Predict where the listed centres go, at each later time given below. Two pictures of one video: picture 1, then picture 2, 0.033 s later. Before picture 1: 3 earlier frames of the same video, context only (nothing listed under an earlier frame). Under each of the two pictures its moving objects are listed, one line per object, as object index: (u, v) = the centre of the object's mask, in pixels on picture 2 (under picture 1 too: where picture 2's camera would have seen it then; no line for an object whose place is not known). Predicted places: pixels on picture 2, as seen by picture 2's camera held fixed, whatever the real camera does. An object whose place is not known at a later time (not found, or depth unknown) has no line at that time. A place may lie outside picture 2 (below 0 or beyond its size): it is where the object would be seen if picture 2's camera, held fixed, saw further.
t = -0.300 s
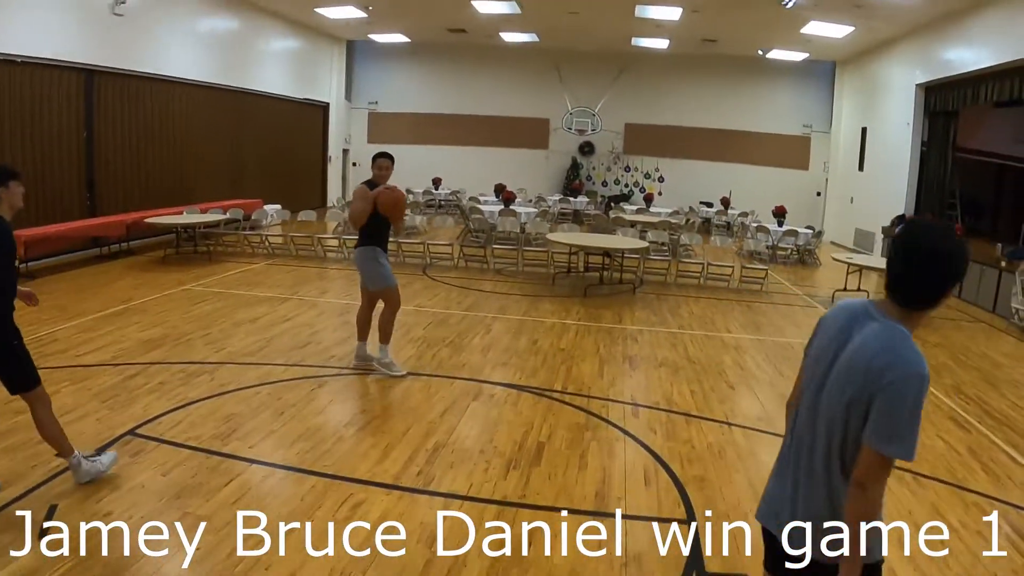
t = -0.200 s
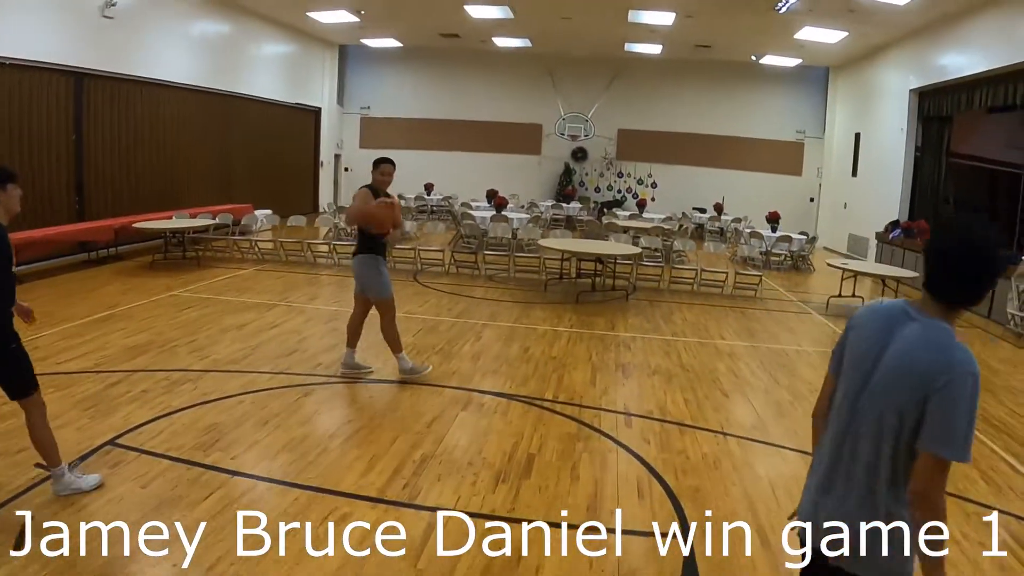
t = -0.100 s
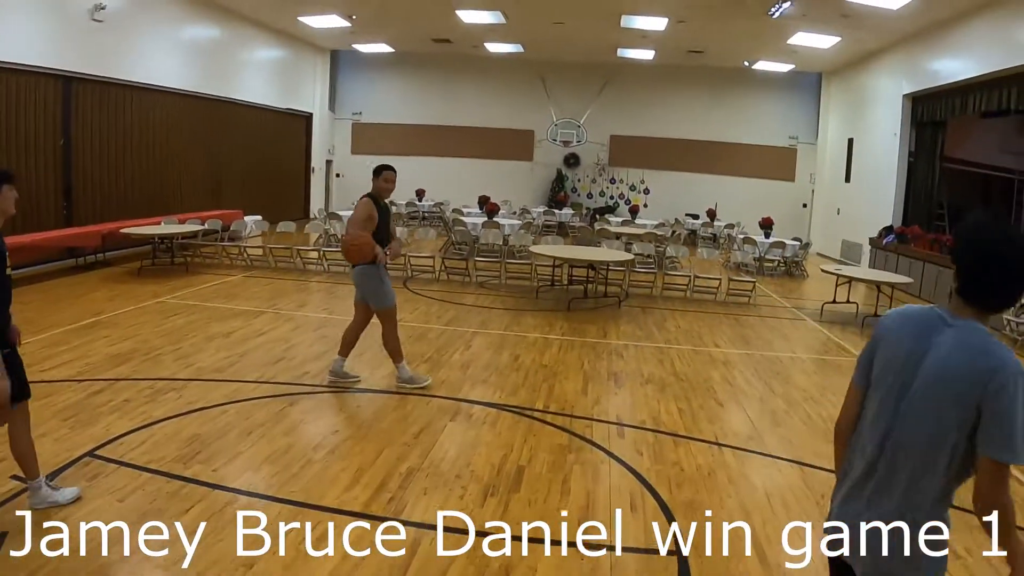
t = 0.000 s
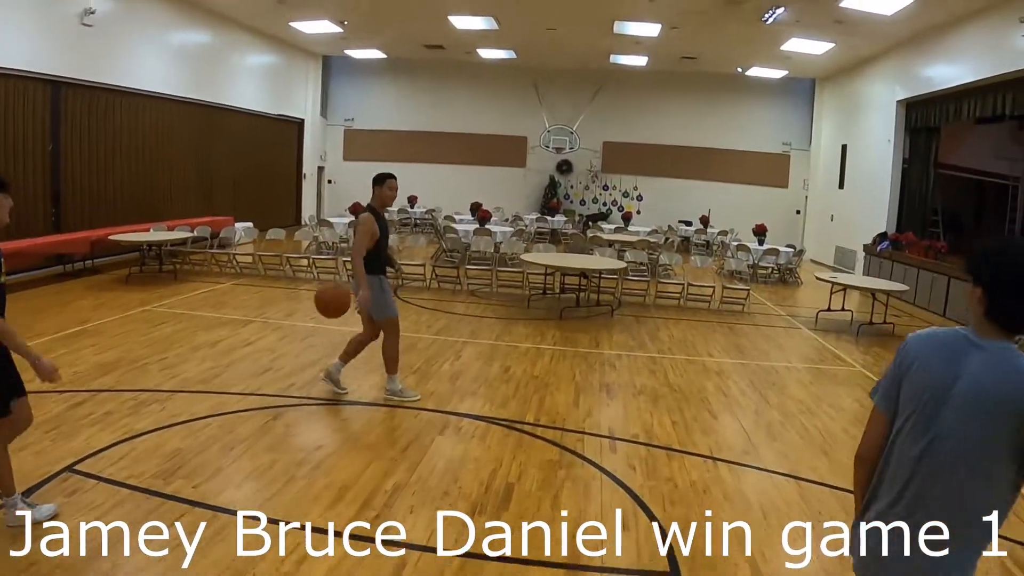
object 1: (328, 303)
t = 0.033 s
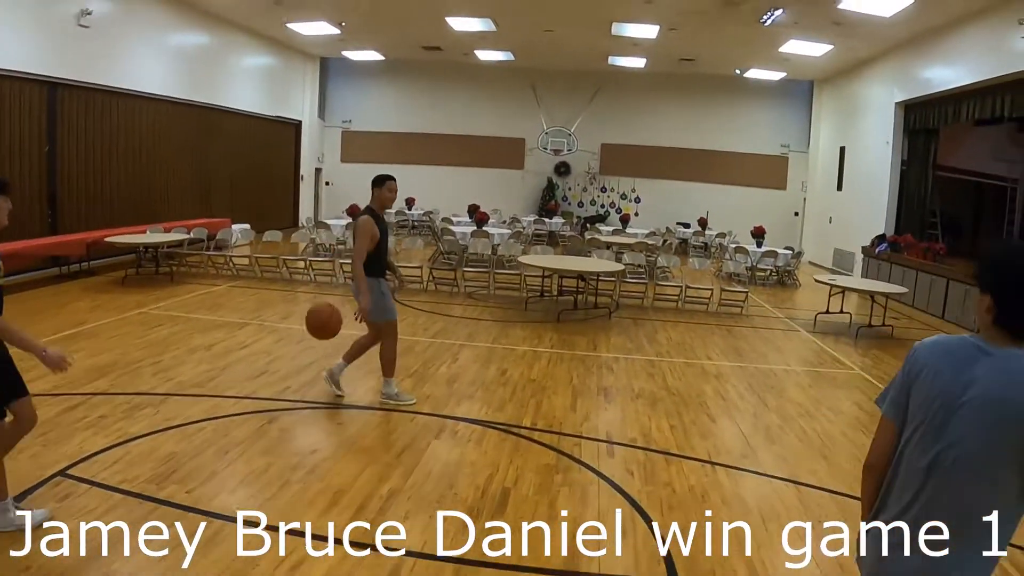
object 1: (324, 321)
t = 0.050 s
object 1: (322, 331)
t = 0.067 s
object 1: (319, 342)
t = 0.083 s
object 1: (317, 353)
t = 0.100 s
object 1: (315, 364)
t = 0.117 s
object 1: (314, 376)
